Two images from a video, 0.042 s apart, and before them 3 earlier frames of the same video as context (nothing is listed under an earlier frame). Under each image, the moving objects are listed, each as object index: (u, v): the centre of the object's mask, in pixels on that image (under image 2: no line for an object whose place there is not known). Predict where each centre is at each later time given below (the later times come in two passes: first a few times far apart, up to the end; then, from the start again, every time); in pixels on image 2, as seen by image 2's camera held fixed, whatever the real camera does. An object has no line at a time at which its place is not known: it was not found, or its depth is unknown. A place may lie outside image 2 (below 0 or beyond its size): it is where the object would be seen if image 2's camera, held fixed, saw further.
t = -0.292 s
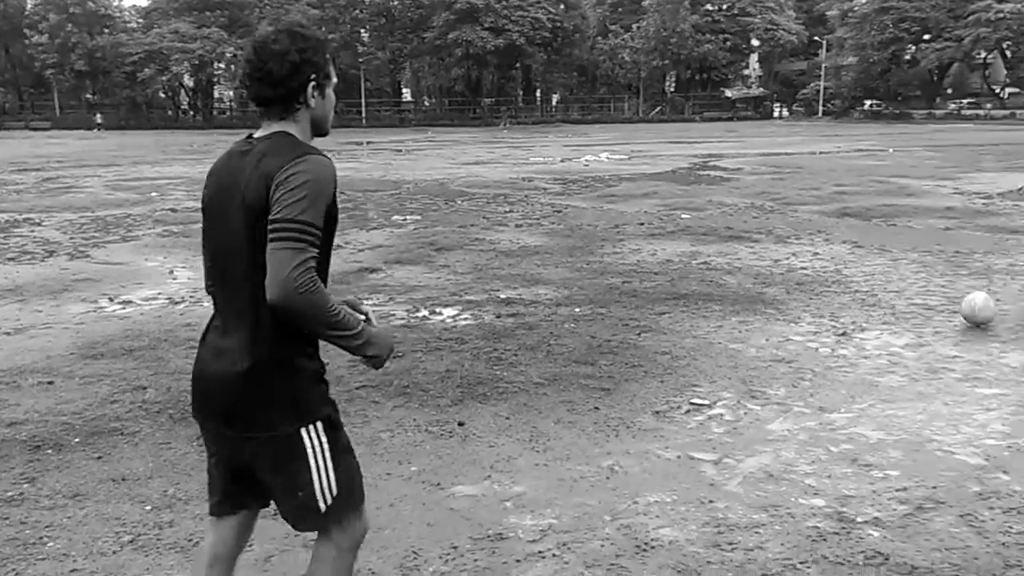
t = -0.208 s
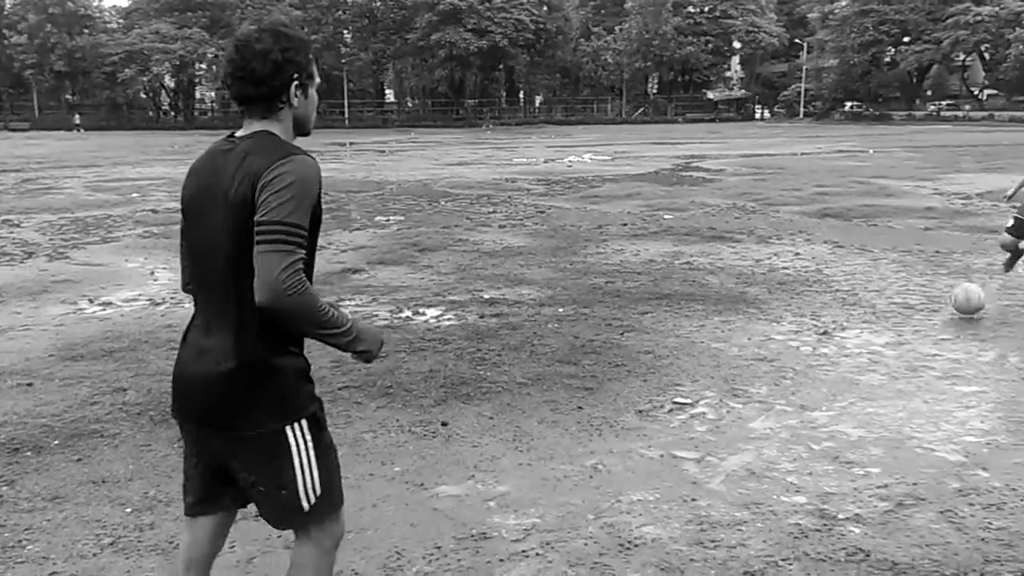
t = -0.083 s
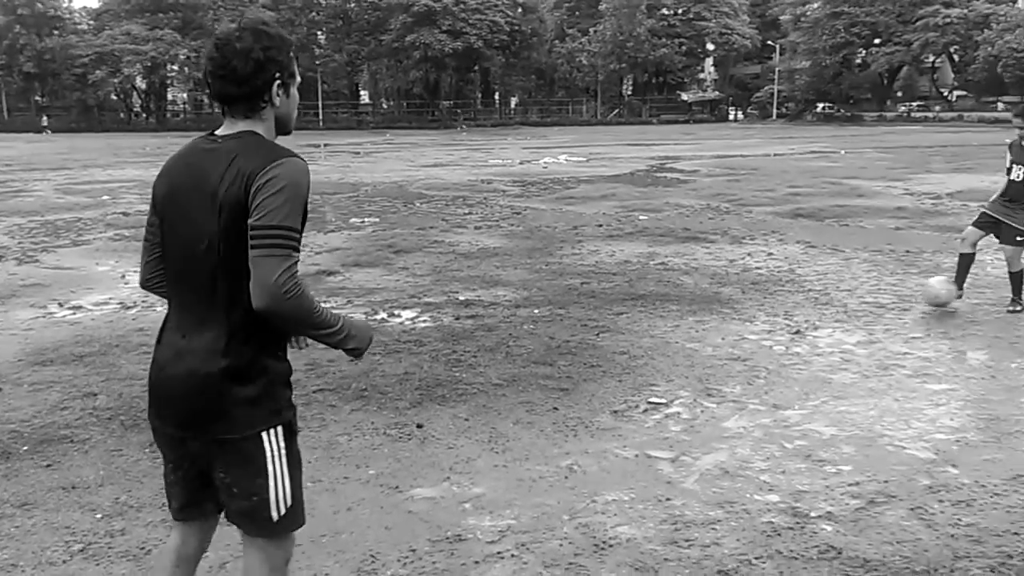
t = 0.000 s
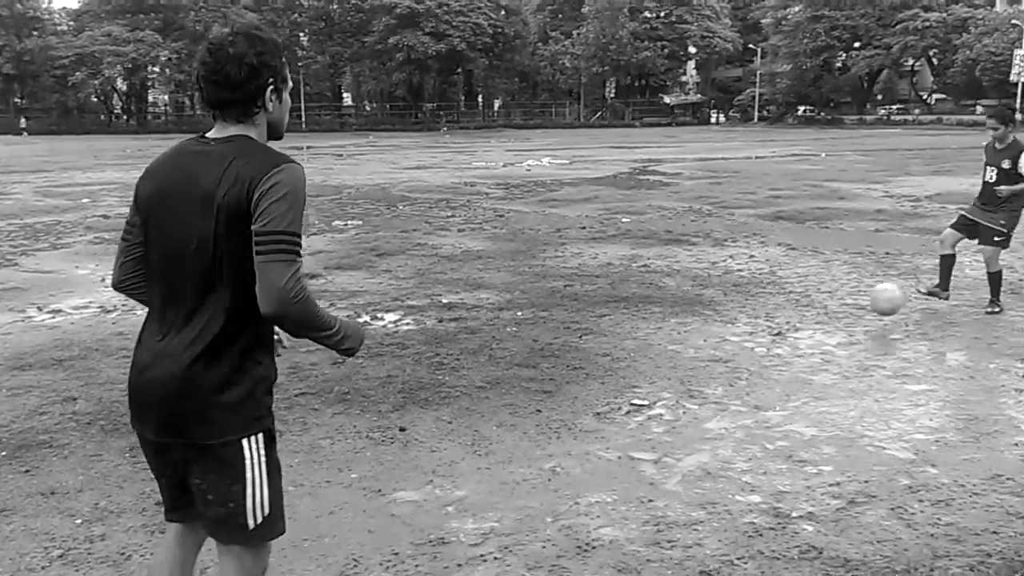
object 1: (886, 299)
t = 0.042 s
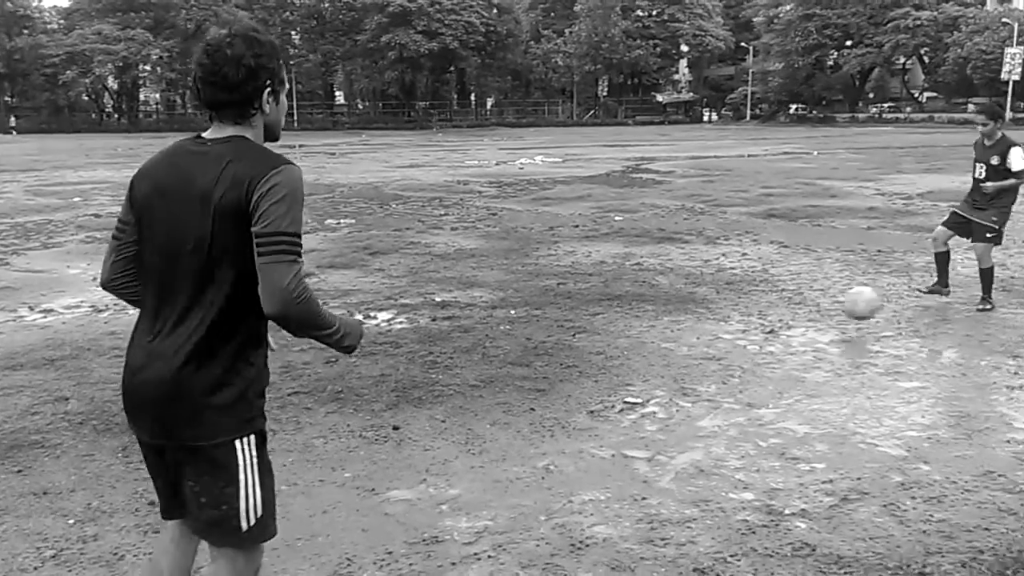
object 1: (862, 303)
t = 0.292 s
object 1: (746, 359)
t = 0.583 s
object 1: (610, 421)
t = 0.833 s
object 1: (478, 467)
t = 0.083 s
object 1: (842, 313)
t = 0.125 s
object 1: (822, 326)
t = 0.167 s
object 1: (801, 339)
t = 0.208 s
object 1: (785, 343)
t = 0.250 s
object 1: (766, 349)
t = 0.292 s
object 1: (746, 359)
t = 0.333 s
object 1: (727, 372)
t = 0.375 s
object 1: (706, 378)
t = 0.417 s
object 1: (689, 386)
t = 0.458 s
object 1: (667, 397)
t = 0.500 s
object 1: (650, 401)
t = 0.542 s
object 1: (630, 410)
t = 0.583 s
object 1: (610, 421)
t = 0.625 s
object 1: (590, 426)
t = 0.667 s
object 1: (567, 438)
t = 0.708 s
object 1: (547, 445)
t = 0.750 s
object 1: (524, 447)
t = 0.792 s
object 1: (502, 455)
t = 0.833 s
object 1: (478, 467)
